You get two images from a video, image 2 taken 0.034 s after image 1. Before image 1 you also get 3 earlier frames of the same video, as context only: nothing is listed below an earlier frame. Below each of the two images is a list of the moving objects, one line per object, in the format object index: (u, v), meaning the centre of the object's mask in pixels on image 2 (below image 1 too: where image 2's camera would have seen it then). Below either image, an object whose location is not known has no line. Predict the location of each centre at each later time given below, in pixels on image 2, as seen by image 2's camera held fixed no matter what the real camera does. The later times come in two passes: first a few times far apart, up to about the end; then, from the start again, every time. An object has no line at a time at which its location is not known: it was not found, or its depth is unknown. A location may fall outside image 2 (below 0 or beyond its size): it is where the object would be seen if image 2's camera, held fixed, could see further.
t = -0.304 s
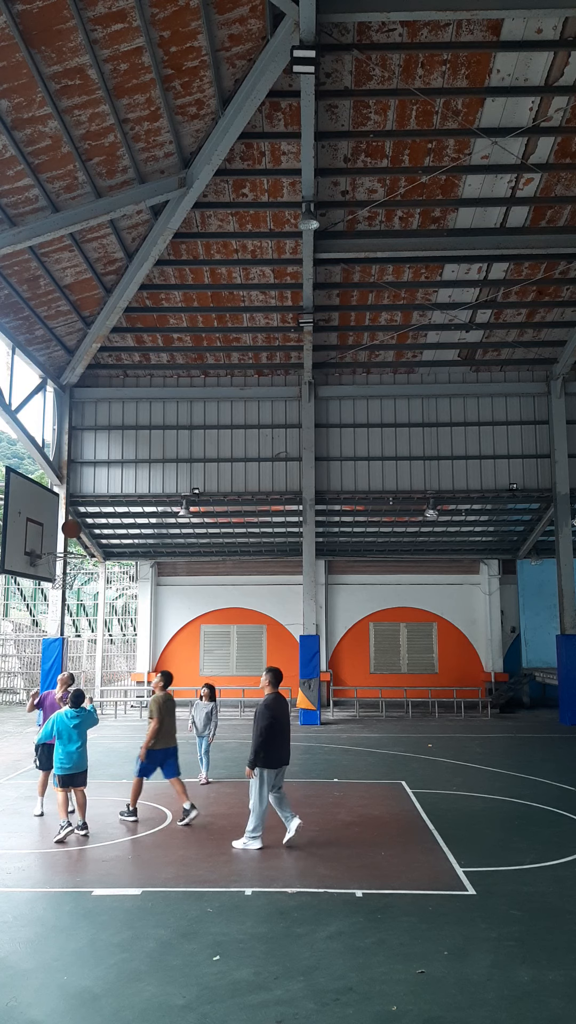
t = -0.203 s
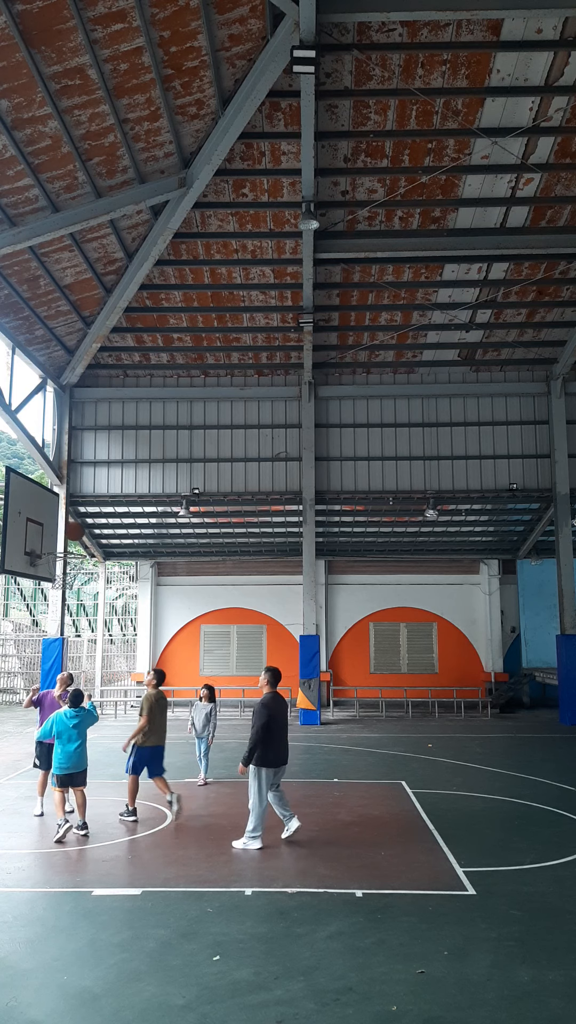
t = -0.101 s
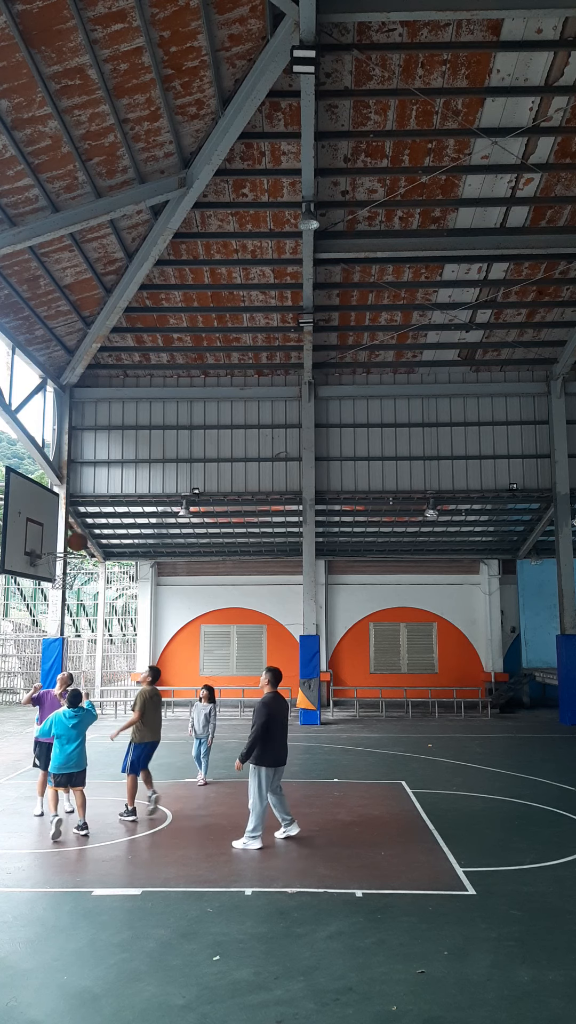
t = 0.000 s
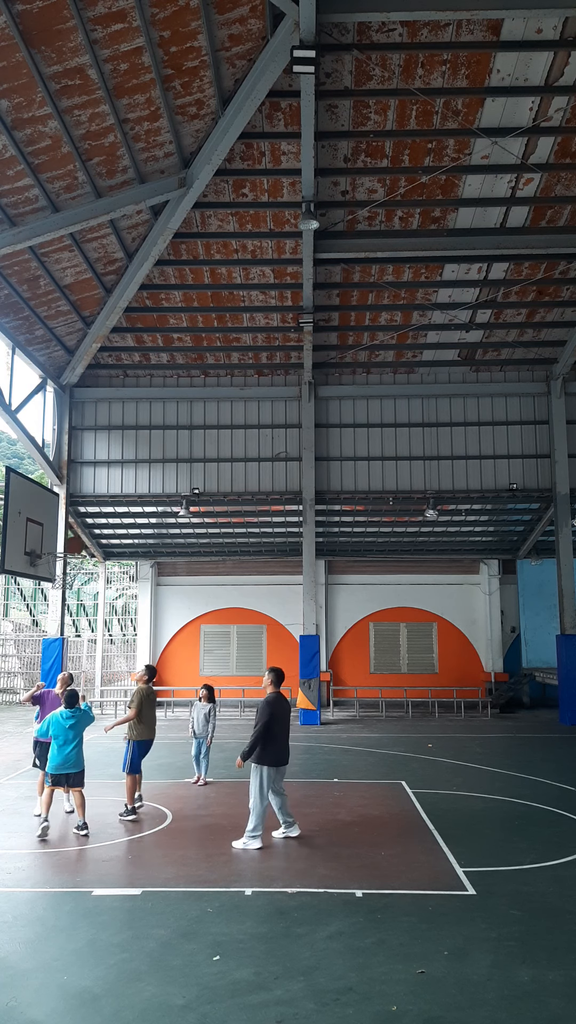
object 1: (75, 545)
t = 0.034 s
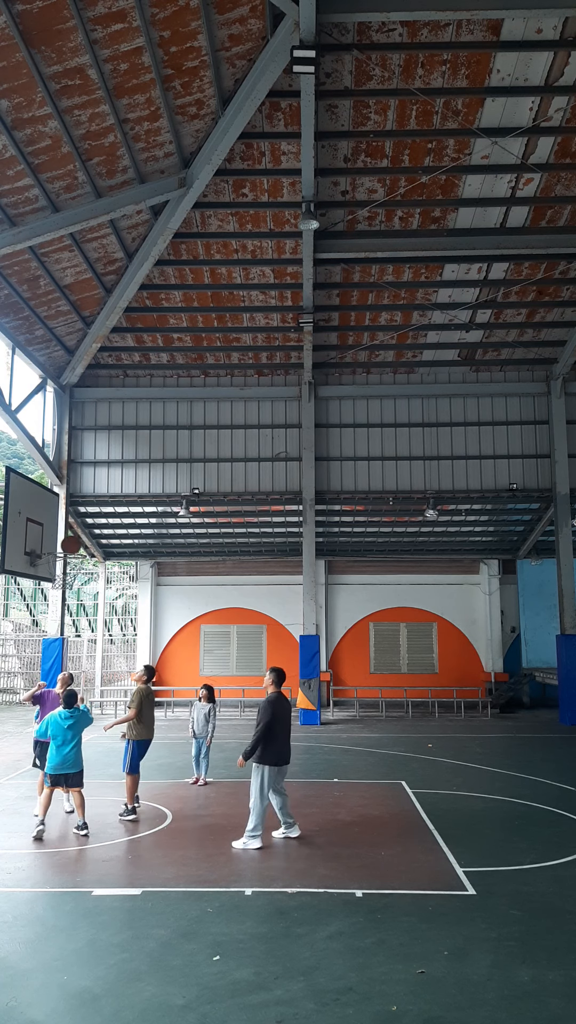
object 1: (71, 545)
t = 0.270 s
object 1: (62, 557)
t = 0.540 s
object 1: (74, 577)
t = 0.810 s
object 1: (57, 598)
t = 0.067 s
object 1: (68, 545)
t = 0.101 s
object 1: (64, 545)
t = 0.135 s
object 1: (61, 546)
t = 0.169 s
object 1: (57, 549)
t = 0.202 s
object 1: (57, 552)
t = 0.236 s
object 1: (59, 554)
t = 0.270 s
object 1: (62, 557)
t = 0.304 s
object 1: (64, 561)
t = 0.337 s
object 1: (67, 565)
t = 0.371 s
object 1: (70, 569)
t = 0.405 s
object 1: (73, 575)
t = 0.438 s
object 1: (73, 577)
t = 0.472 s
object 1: (75, 577)
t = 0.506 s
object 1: (75, 577)
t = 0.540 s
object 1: (74, 577)
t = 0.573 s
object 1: (73, 578)
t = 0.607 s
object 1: (71, 579)
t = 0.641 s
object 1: (69, 581)
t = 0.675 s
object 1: (66, 583)
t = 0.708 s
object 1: (64, 585)
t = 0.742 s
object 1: (62, 588)
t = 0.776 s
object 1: (59, 593)
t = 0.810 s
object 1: (57, 598)
